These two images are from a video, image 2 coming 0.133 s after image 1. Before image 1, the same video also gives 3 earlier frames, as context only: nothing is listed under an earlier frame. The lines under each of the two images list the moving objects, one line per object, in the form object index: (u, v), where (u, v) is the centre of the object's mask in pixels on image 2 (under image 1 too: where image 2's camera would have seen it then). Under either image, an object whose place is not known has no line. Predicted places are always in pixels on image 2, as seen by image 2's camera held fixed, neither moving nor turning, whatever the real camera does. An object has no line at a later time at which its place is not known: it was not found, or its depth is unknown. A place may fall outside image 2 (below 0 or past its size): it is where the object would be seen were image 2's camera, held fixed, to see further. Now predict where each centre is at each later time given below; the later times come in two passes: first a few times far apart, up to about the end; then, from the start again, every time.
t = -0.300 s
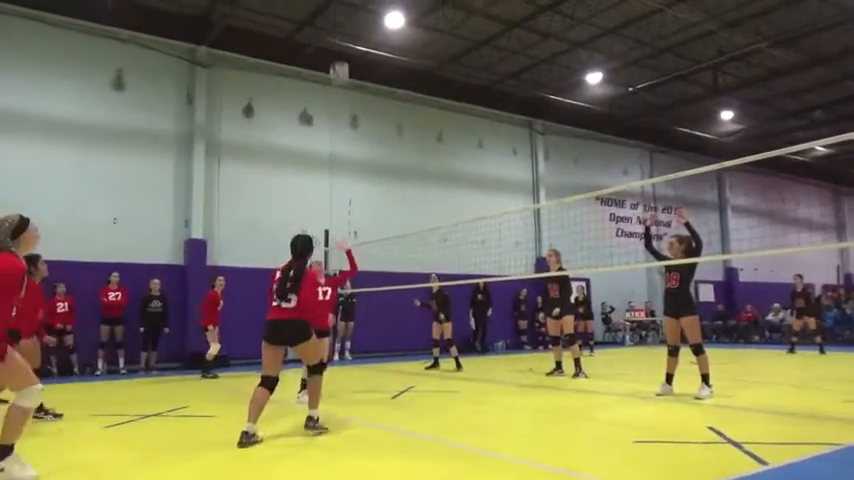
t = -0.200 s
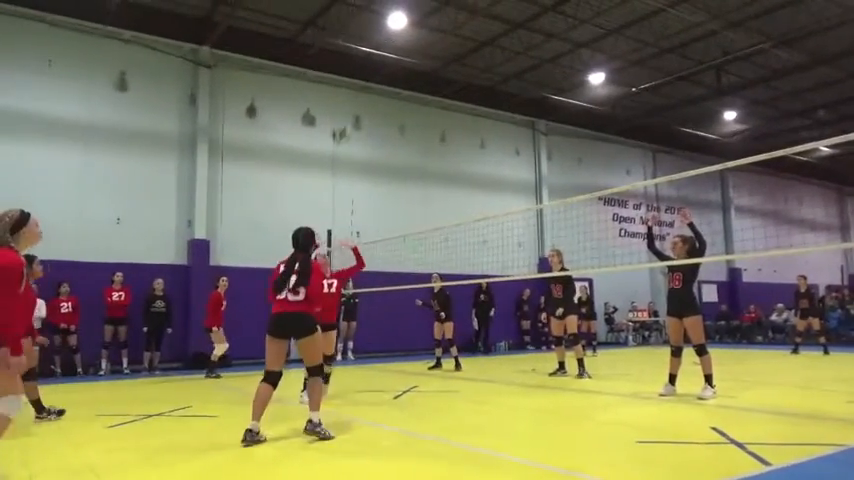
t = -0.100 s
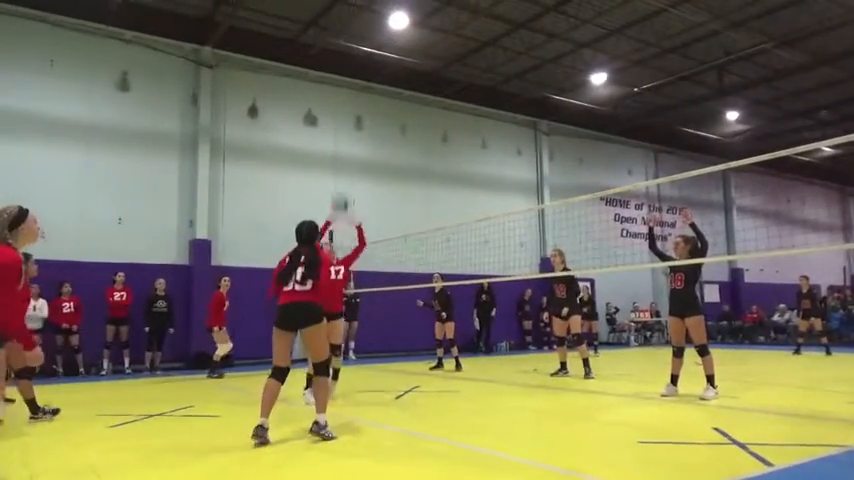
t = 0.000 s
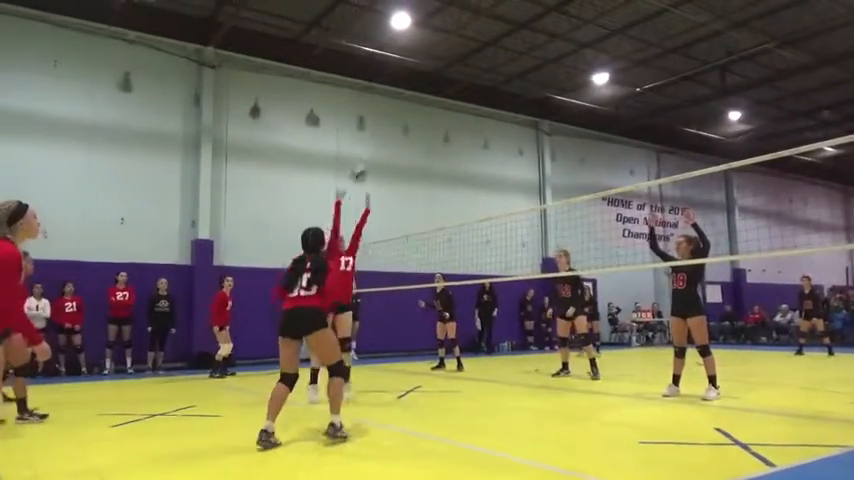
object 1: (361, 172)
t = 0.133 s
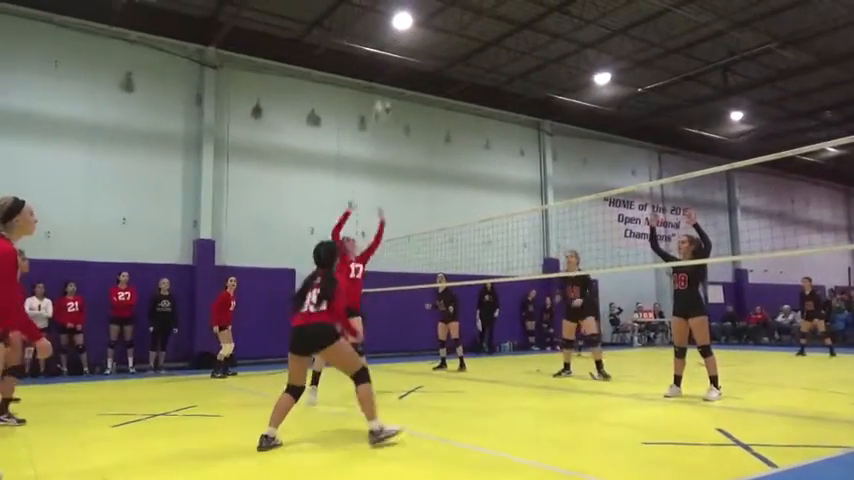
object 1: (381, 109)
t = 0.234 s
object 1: (400, 74)
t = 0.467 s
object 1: (447, 17)
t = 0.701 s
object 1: (497, 13)
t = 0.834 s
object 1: (529, 39)
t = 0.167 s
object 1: (388, 96)
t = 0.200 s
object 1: (394, 84)
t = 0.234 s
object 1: (400, 74)
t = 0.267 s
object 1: (406, 63)
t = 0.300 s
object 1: (413, 53)
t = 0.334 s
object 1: (420, 44)
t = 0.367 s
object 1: (426, 36)
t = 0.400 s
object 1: (433, 29)
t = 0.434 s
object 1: (439, 22)
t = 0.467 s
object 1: (447, 17)
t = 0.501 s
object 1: (453, 14)
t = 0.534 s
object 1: (460, 10)
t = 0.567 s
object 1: (467, 9)
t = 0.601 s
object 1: (474, 7)
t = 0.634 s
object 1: (481, 8)
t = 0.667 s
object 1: (489, 9)
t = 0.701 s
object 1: (497, 13)
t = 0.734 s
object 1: (504, 18)
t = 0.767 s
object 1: (512, 23)
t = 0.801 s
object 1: (521, 30)
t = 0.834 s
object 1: (529, 39)
